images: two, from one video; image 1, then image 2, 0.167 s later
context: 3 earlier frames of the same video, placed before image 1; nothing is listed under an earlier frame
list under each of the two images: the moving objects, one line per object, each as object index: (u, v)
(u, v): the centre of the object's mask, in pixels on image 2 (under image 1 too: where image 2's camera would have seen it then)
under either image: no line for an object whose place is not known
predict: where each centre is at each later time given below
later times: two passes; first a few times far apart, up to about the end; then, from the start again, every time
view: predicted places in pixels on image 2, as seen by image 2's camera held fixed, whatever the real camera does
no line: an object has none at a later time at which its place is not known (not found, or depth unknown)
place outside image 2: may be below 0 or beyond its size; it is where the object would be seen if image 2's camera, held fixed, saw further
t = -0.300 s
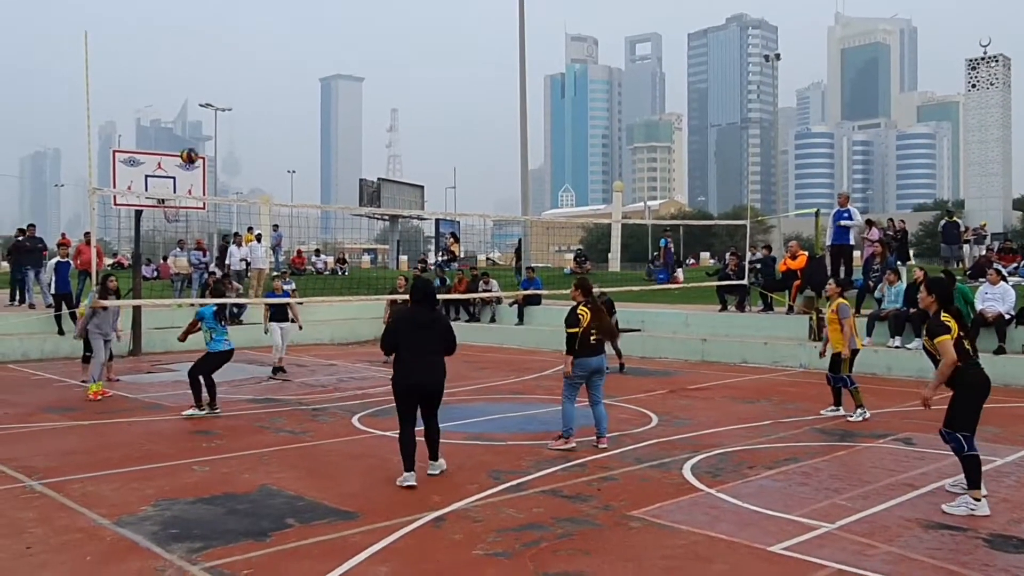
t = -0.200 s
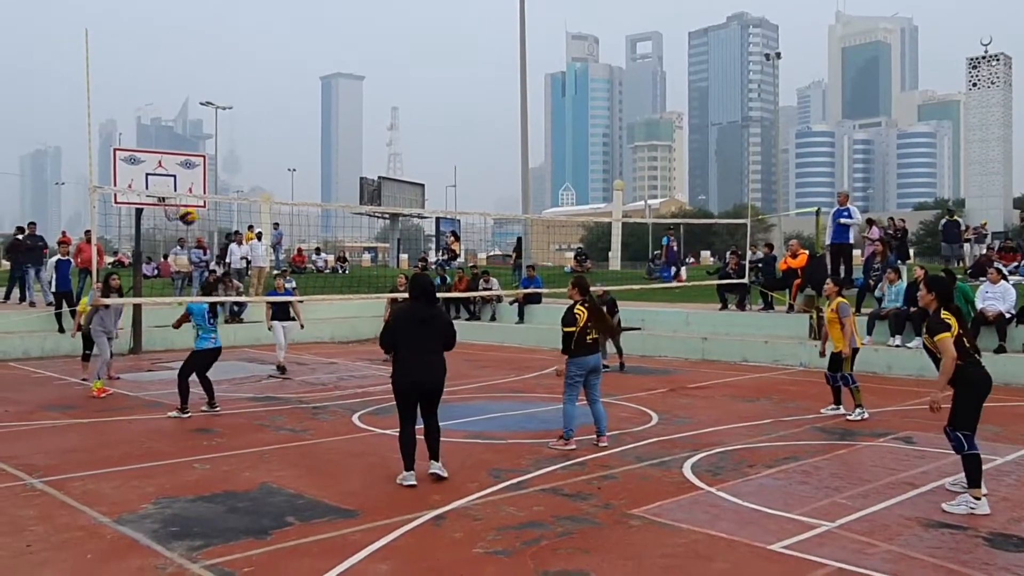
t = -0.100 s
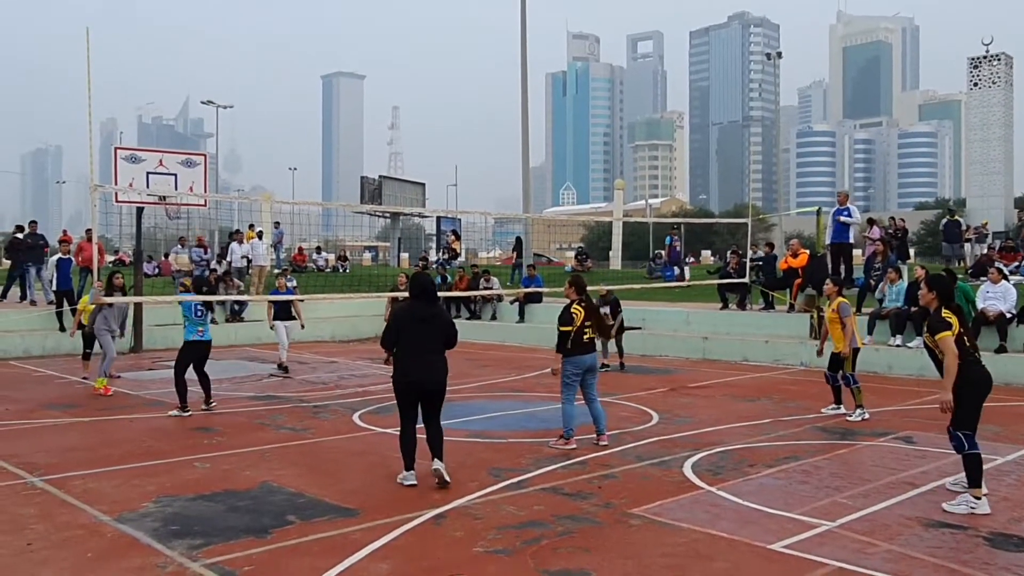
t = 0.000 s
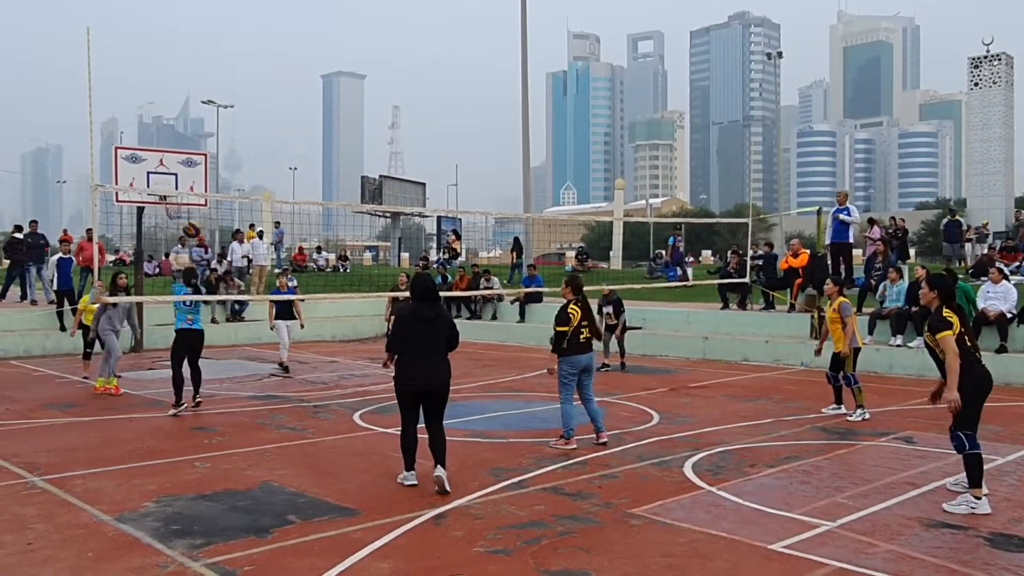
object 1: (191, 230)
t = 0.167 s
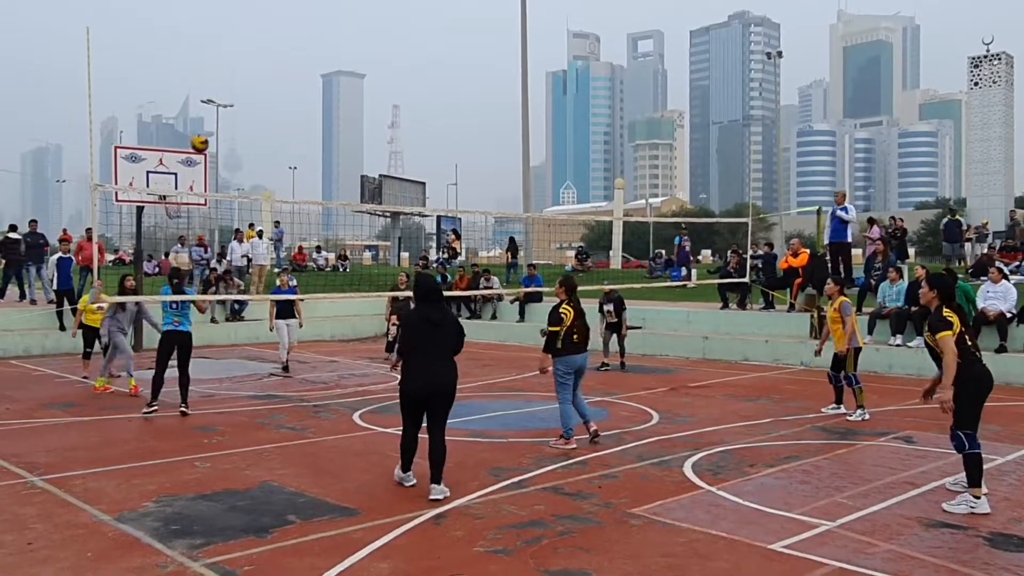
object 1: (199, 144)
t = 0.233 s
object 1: (203, 116)
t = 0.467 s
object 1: (214, 50)
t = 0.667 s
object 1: (224, 30)
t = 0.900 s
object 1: (235, 48)
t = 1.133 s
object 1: (247, 110)
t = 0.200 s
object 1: (201, 129)
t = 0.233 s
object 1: (203, 116)
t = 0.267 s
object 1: (204, 104)
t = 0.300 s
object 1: (206, 93)
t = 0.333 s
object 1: (207, 82)
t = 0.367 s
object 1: (209, 73)
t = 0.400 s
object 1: (211, 64)
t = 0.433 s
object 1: (213, 57)
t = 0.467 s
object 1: (214, 50)
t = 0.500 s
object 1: (216, 45)
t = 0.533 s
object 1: (217, 40)
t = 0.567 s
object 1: (219, 36)
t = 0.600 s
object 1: (221, 33)
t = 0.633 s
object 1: (222, 31)
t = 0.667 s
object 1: (224, 30)
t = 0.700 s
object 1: (225, 30)
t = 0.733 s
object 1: (227, 31)
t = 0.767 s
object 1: (229, 32)
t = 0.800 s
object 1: (230, 35)
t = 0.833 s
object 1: (232, 38)
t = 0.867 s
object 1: (233, 43)
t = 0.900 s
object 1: (235, 48)
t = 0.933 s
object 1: (237, 54)
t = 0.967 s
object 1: (238, 61)
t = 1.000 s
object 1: (240, 69)
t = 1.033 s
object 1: (241, 78)
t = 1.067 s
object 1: (243, 88)
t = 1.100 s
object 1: (245, 99)
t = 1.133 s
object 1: (247, 110)
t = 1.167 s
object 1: (248, 123)
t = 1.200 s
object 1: (250, 136)
